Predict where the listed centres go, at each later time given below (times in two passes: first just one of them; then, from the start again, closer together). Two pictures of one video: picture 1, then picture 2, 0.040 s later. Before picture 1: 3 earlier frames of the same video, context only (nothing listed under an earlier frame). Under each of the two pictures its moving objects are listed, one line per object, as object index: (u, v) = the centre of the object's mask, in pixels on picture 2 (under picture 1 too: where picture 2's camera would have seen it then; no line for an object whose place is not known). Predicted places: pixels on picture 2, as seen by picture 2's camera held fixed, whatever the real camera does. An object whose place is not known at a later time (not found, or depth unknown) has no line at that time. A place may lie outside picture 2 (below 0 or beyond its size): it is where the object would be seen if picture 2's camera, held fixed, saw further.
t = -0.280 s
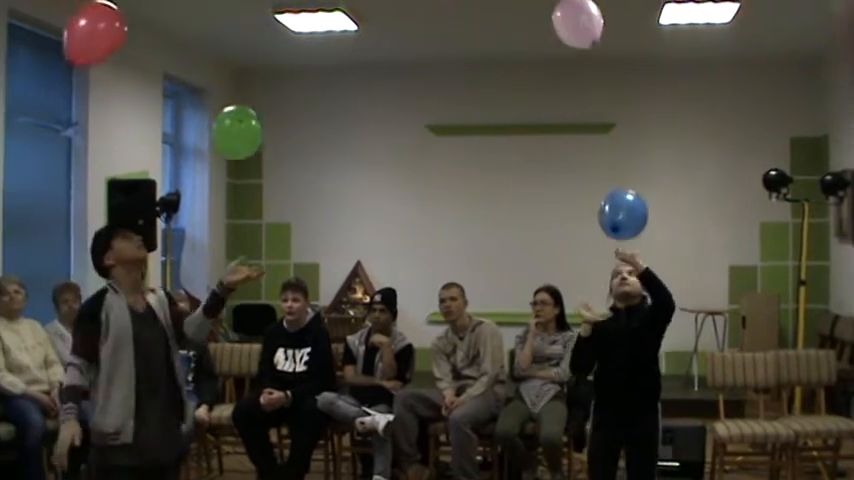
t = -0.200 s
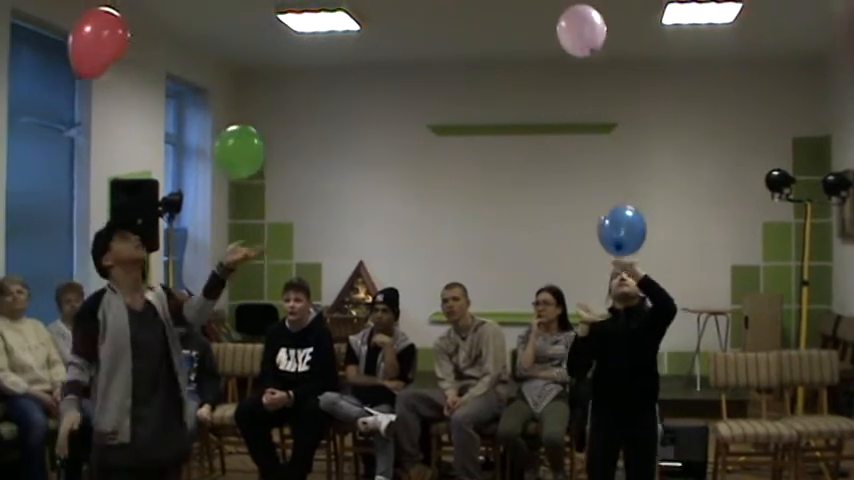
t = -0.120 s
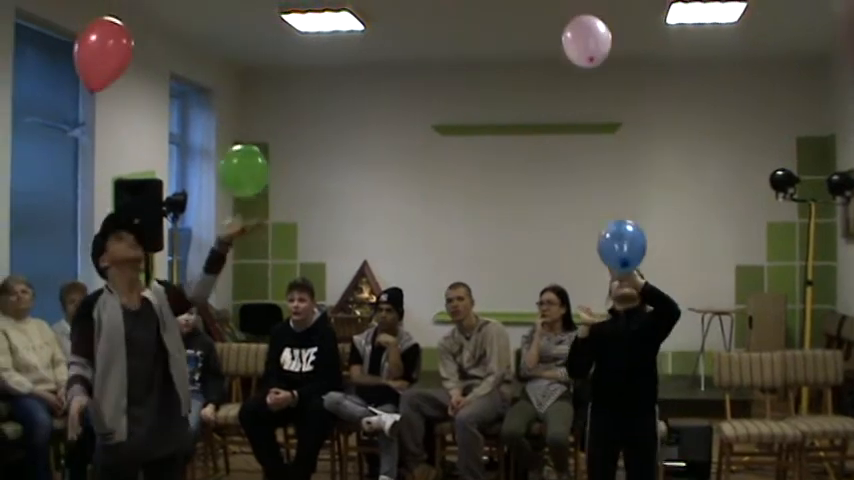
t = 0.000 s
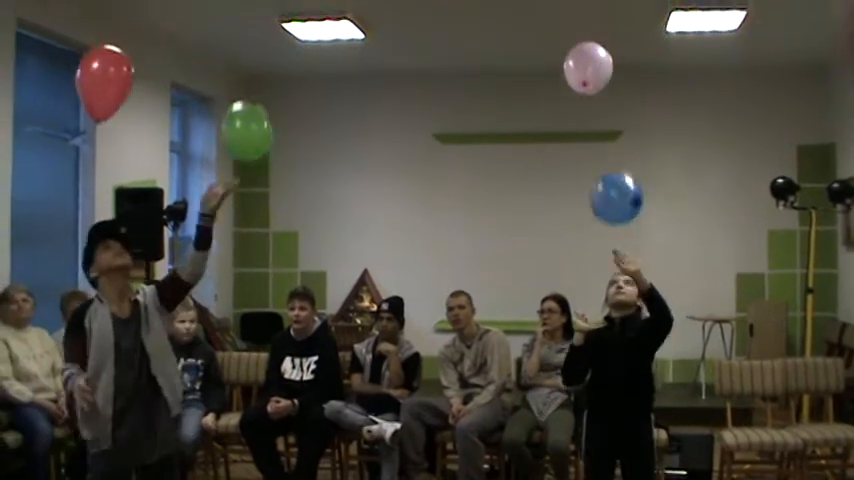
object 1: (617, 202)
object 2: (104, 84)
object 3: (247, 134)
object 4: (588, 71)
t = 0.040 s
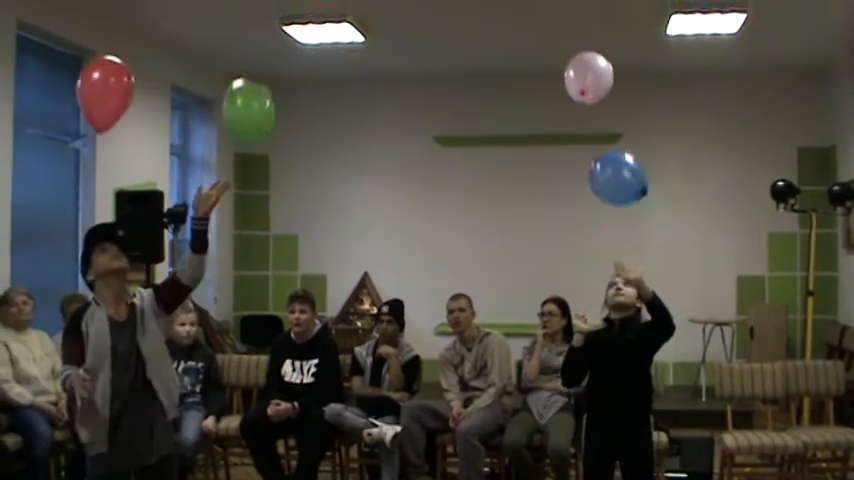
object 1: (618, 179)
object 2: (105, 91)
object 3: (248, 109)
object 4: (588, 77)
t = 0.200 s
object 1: (619, 109)
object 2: (105, 126)
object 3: (255, 29)
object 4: (580, 108)
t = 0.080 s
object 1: (620, 158)
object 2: (105, 98)
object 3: (249, 86)
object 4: (589, 84)
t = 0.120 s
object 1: (620, 139)
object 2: (105, 107)
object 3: (252, 64)
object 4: (589, 91)
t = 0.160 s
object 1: (620, 122)
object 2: (105, 116)
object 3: (253, 45)
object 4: (585, 96)
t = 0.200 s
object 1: (619, 109)
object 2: (105, 126)
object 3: (255, 29)
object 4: (580, 108)
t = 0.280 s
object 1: (619, 86)
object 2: (104, 146)
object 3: (258, 6)
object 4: (588, 124)
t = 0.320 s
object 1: (619, 77)
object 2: (104, 157)
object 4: (589, 131)
